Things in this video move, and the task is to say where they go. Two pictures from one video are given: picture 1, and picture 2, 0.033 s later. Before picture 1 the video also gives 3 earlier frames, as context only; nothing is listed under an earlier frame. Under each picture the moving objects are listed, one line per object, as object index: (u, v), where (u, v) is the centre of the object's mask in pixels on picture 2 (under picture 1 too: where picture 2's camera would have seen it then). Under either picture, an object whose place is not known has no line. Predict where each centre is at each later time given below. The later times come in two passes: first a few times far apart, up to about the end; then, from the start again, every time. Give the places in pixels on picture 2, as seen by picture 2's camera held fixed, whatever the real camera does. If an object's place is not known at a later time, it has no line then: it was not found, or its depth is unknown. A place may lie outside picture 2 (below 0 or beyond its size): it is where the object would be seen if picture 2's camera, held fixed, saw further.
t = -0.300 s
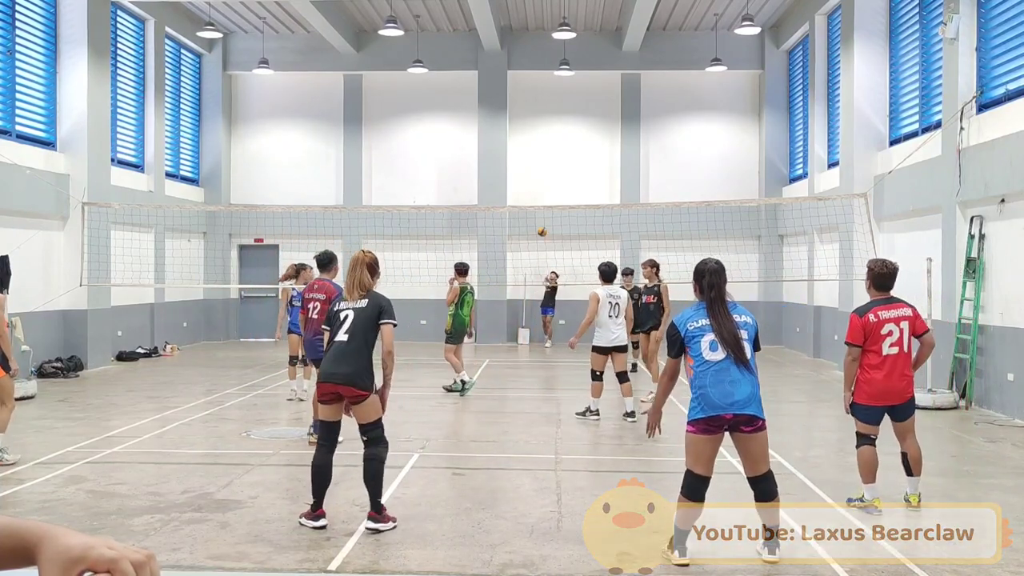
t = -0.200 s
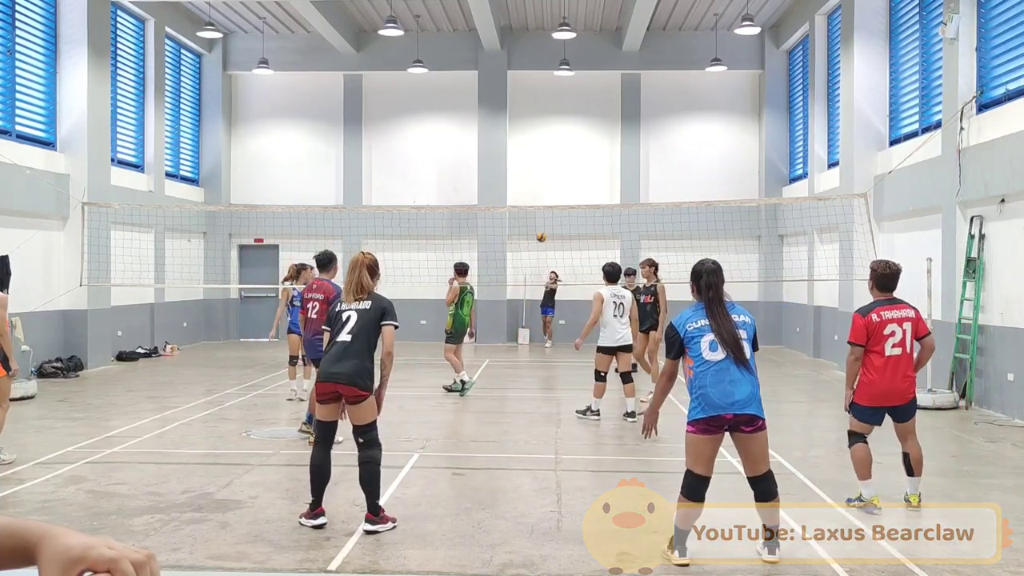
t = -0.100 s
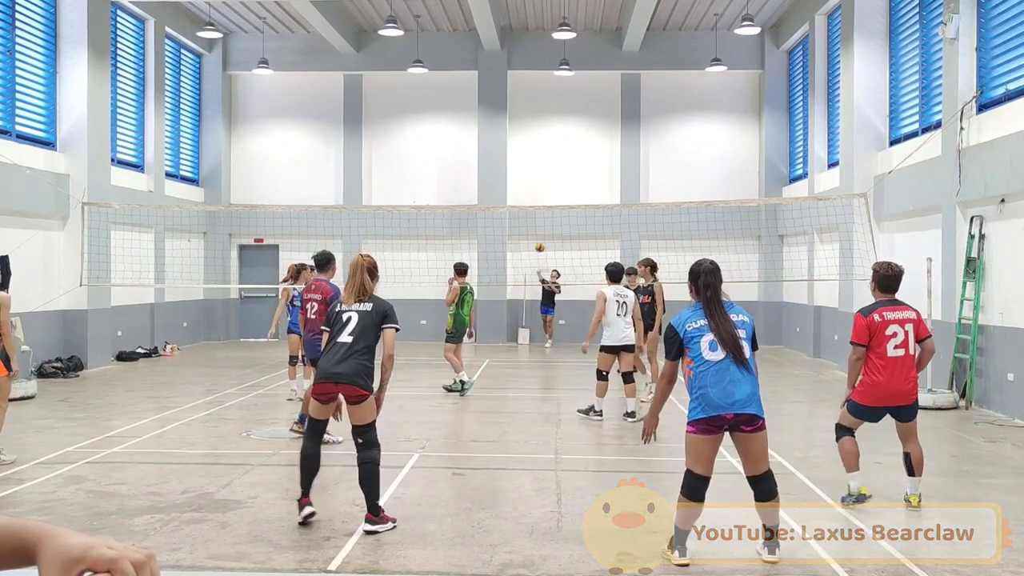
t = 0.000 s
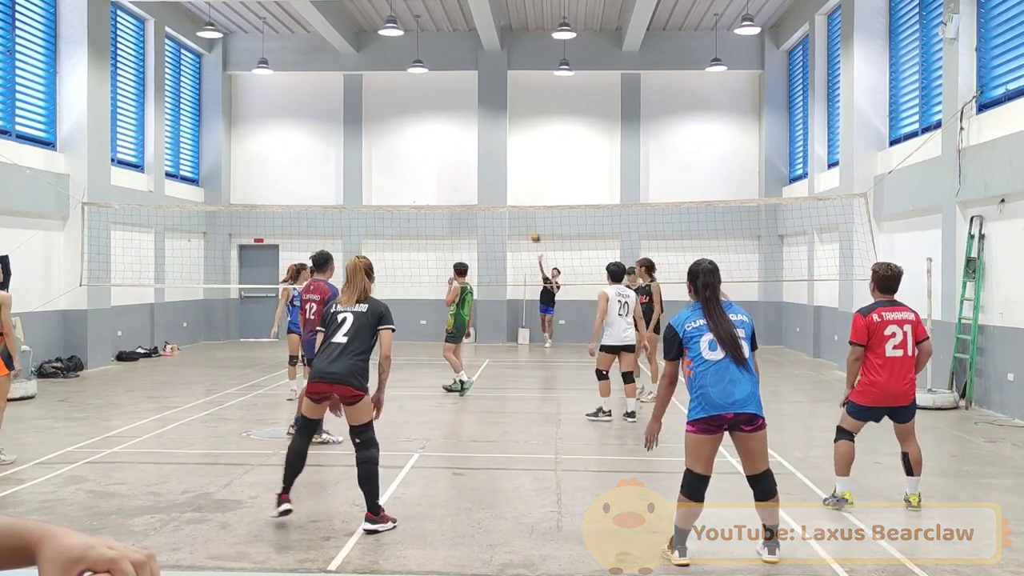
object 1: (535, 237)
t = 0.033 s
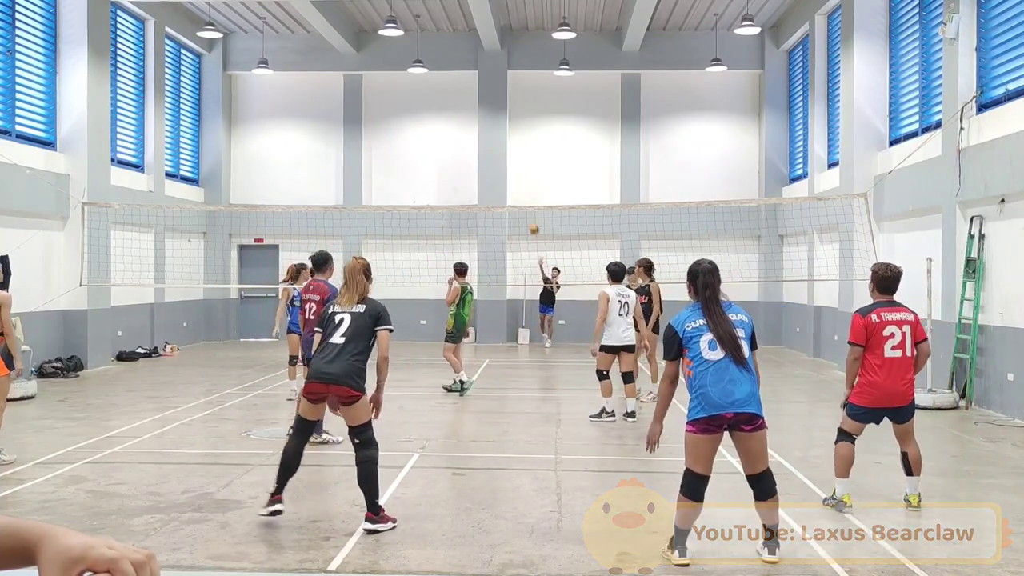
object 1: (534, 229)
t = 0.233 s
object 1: (523, 179)
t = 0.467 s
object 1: (506, 130)
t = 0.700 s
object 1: (481, 101)
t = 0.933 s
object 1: (449, 120)
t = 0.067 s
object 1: (532, 221)
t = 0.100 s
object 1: (531, 214)
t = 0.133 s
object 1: (529, 202)
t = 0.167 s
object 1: (527, 195)
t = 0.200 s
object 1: (525, 187)
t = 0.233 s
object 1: (523, 179)
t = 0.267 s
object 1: (521, 172)
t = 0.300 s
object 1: (519, 164)
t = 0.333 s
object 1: (516, 157)
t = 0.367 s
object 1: (514, 150)
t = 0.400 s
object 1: (512, 143)
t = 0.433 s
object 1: (509, 136)
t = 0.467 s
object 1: (506, 130)
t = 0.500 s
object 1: (503, 125)
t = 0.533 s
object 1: (500, 118)
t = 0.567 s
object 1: (497, 113)
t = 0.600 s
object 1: (493, 108)
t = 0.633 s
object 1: (489, 105)
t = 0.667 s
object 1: (485, 102)
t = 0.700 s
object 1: (481, 101)
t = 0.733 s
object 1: (477, 101)
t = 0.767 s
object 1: (474, 101)
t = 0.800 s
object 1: (469, 103)
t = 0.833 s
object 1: (464, 106)
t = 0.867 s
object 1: (459, 109)
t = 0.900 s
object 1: (454, 114)
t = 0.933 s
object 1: (449, 120)
